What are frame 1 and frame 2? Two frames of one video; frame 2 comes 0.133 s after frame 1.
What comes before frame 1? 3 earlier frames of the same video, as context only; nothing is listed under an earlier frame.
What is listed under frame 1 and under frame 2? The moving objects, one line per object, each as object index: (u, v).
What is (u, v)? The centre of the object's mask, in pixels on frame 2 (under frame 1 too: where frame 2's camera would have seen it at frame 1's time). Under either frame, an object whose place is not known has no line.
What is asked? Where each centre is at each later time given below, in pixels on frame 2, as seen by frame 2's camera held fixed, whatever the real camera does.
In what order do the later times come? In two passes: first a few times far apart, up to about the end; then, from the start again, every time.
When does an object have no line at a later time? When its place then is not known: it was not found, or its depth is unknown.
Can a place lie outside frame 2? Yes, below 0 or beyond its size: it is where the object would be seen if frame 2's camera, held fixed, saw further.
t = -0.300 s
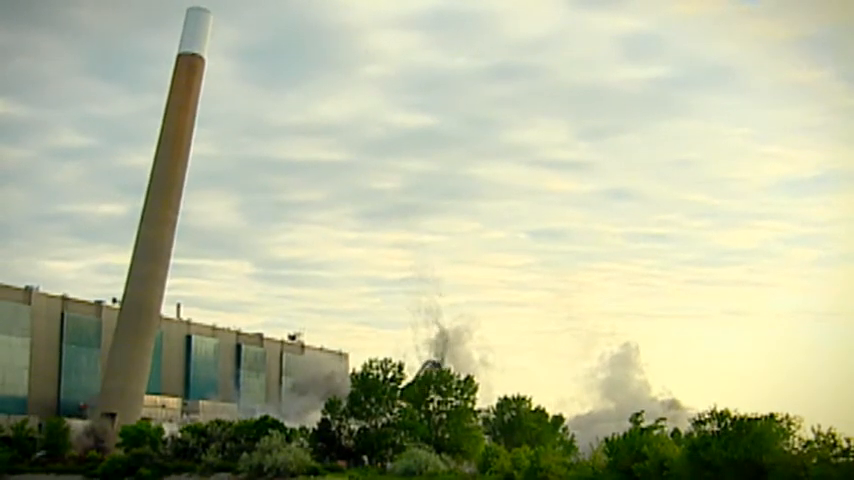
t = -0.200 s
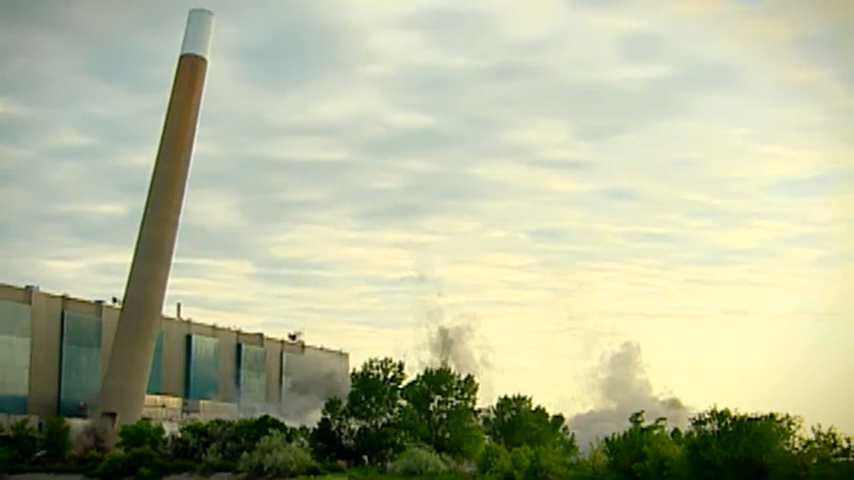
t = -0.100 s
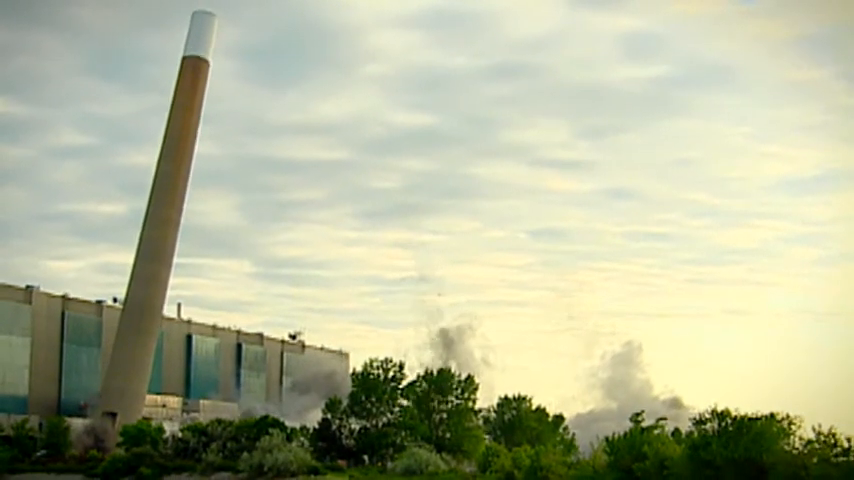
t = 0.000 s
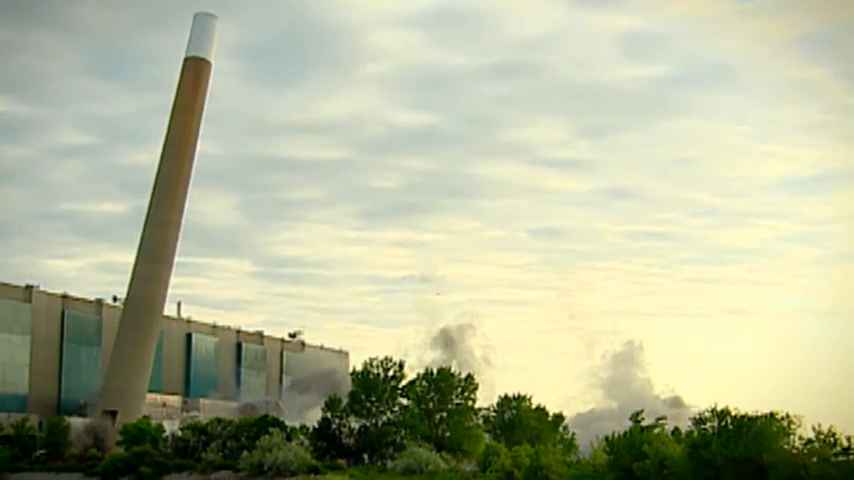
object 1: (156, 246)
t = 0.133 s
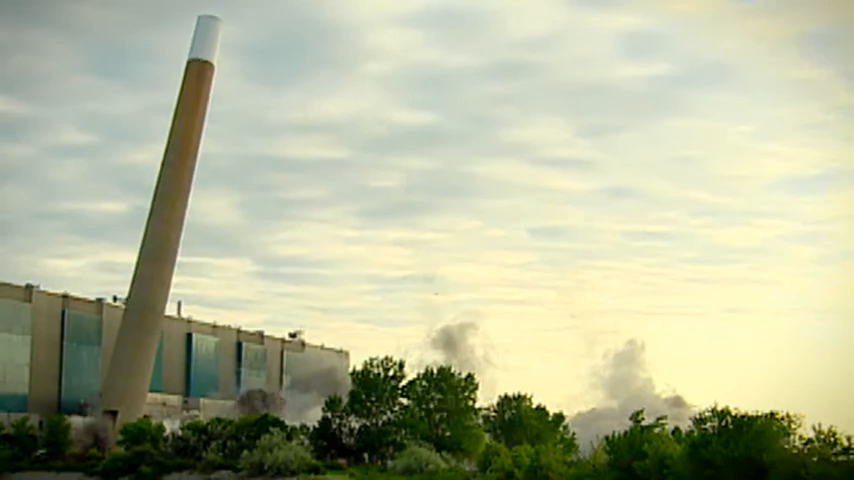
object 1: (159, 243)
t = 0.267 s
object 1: (161, 243)
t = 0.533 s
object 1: (164, 247)
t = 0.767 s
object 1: (167, 251)
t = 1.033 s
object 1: (172, 254)
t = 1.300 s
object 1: (179, 253)
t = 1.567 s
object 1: (184, 257)
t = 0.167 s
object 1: (160, 243)
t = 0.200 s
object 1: (160, 244)
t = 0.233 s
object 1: (160, 243)
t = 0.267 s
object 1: (161, 243)
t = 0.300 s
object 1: (161, 244)
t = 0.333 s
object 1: (162, 244)
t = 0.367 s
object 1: (162, 244)
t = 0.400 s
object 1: (163, 245)
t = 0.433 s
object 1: (163, 246)
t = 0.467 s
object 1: (163, 246)
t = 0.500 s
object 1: (164, 247)
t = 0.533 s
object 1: (164, 247)
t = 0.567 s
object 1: (165, 247)
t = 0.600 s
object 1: (165, 248)
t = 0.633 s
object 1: (165, 249)
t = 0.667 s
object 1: (166, 249)
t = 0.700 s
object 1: (166, 250)
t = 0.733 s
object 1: (167, 251)
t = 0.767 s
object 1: (167, 251)
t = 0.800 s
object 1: (168, 252)
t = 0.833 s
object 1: (168, 253)
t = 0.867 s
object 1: (168, 253)
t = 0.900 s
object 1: (169, 254)
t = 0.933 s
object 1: (170, 254)
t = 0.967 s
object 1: (172, 249)
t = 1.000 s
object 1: (173, 249)
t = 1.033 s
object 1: (172, 254)
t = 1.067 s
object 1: (172, 255)
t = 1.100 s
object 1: (175, 250)
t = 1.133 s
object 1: (174, 255)
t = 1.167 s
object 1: (176, 251)
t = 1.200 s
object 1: (175, 255)
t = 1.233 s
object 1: (177, 253)
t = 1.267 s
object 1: (176, 257)
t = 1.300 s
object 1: (179, 253)
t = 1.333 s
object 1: (179, 254)
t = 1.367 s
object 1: (180, 255)
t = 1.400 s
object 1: (181, 255)
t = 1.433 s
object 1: (181, 255)
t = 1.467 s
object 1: (182, 256)
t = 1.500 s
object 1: (183, 257)
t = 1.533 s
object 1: (184, 256)
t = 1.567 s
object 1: (184, 257)
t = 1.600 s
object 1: (185, 258)
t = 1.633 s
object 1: (185, 259)
